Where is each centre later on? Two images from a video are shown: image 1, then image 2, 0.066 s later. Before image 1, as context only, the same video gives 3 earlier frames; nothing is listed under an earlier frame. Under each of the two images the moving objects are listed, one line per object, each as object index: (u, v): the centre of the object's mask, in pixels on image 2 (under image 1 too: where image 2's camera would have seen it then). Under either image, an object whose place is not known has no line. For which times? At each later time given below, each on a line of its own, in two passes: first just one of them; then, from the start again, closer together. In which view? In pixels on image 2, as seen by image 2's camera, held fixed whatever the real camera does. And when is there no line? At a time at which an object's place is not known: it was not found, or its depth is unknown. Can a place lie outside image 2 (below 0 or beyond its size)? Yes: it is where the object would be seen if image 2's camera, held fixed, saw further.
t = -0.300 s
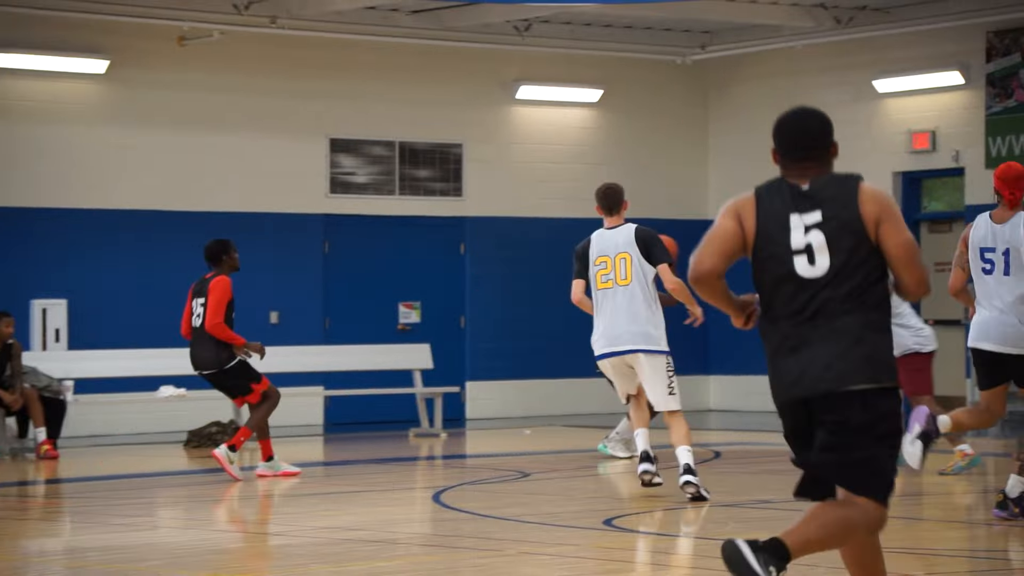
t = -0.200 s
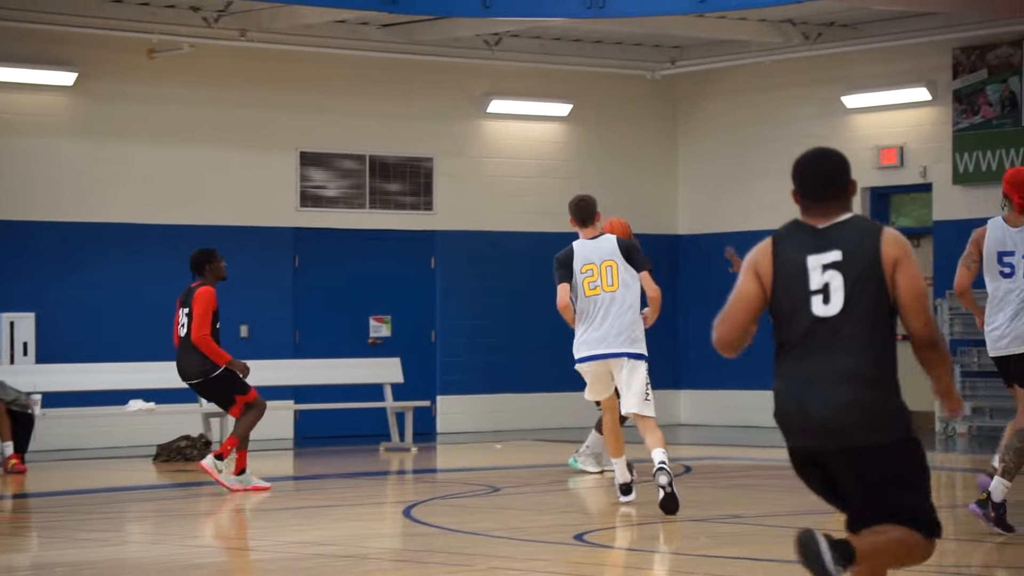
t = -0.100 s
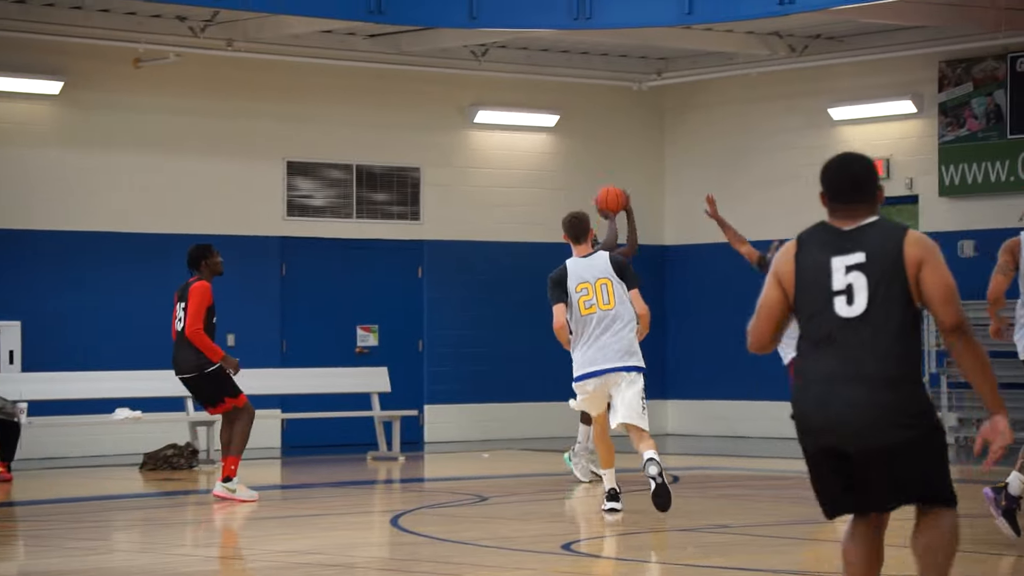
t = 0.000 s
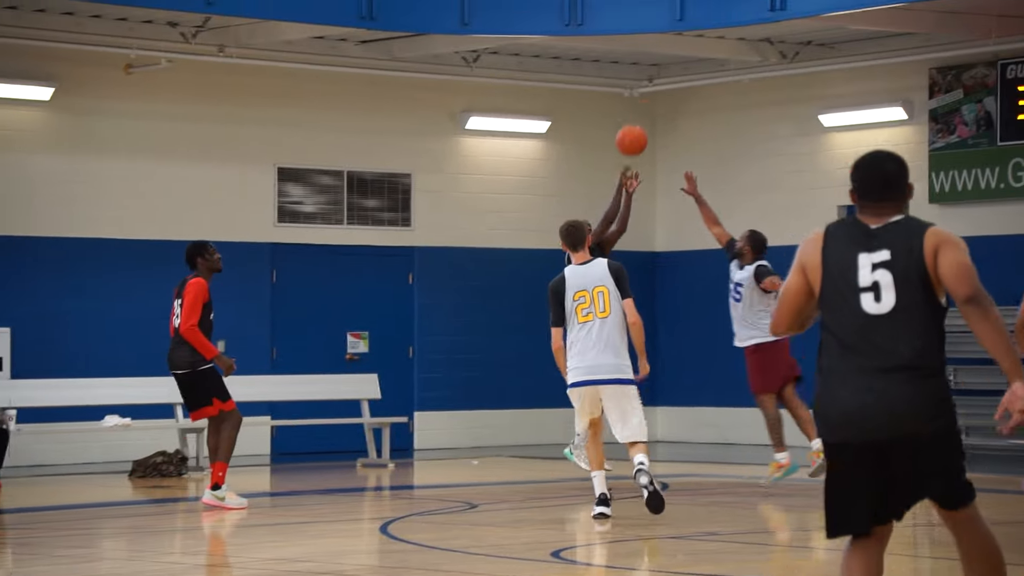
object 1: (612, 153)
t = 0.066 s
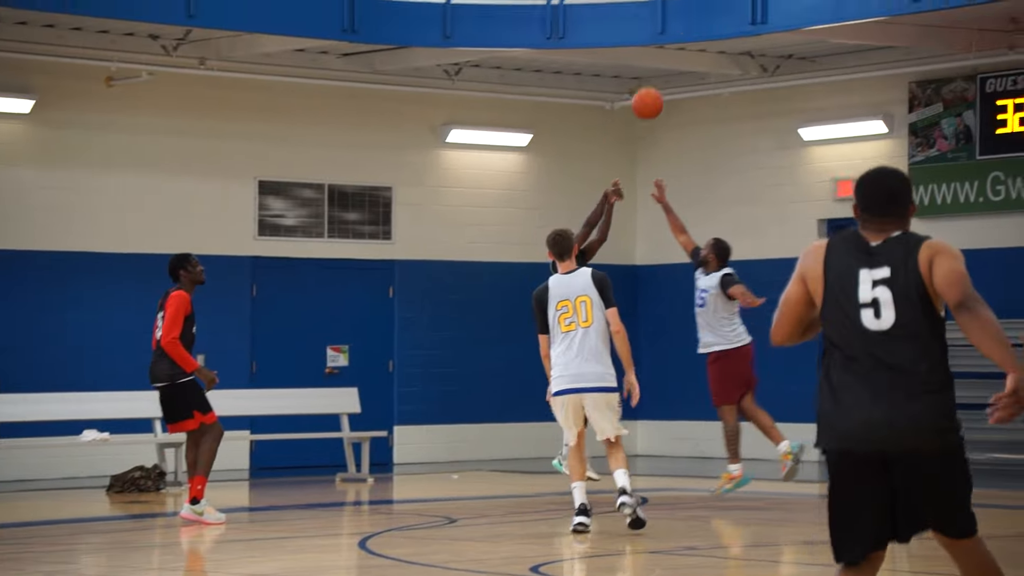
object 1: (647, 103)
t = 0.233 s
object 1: (739, -3)
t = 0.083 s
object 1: (656, 92)
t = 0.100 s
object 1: (665, 80)
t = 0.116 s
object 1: (674, 69)
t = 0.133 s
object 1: (684, 58)
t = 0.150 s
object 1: (693, 47)
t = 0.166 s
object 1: (702, 37)
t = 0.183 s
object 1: (711, 26)
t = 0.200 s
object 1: (720, 16)
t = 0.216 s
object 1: (730, 6)
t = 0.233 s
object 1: (739, -3)
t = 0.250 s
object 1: (749, -12)
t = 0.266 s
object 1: (758, -21)
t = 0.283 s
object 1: (768, -29)
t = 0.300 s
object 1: (778, -38)
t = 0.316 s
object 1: (788, -46)
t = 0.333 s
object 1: (798, -53)
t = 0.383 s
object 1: (828, -74)
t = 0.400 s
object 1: (839, -80)
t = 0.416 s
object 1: (849, -86)
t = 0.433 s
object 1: (859, -92)
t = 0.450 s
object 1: (870, -98)
